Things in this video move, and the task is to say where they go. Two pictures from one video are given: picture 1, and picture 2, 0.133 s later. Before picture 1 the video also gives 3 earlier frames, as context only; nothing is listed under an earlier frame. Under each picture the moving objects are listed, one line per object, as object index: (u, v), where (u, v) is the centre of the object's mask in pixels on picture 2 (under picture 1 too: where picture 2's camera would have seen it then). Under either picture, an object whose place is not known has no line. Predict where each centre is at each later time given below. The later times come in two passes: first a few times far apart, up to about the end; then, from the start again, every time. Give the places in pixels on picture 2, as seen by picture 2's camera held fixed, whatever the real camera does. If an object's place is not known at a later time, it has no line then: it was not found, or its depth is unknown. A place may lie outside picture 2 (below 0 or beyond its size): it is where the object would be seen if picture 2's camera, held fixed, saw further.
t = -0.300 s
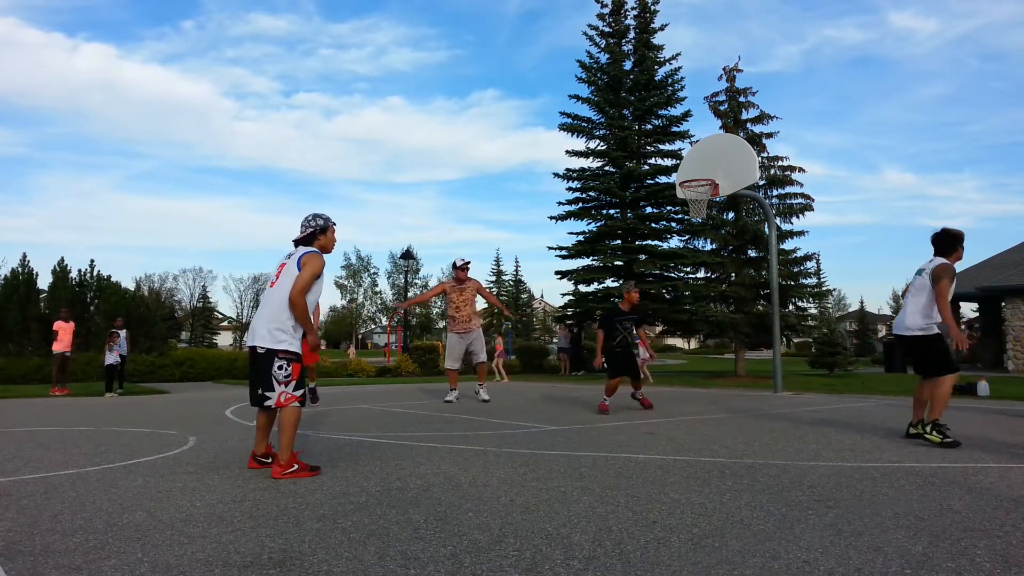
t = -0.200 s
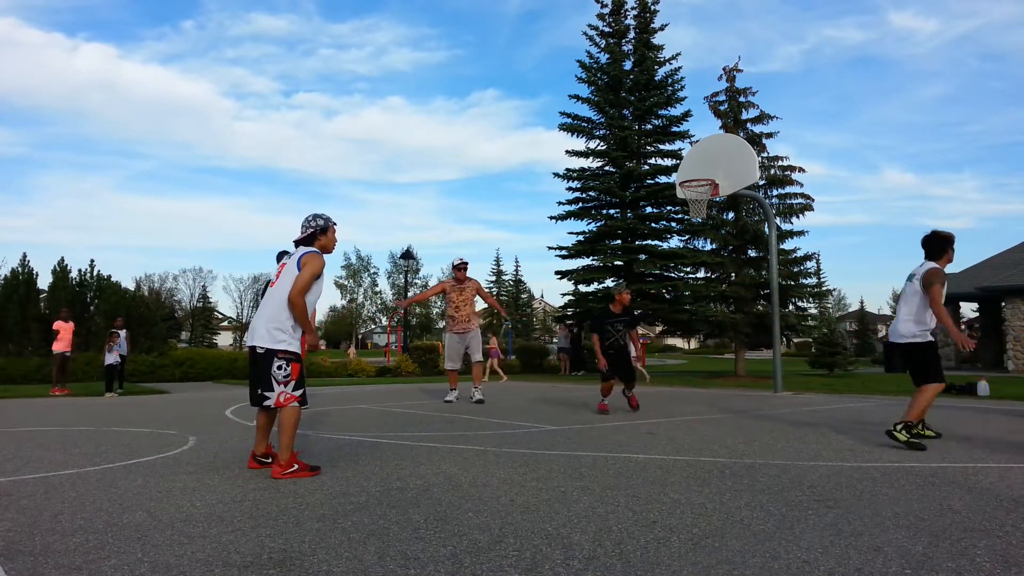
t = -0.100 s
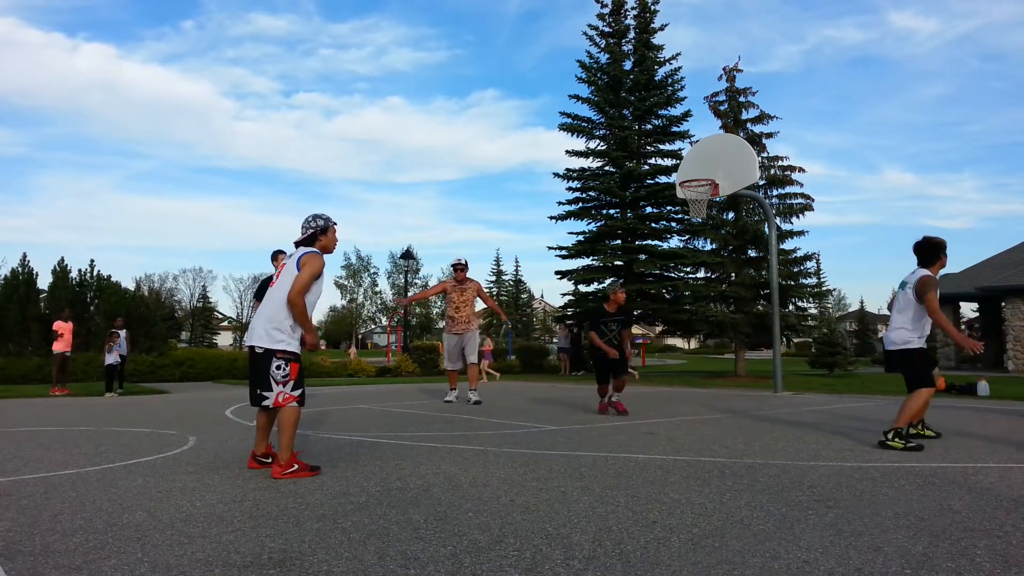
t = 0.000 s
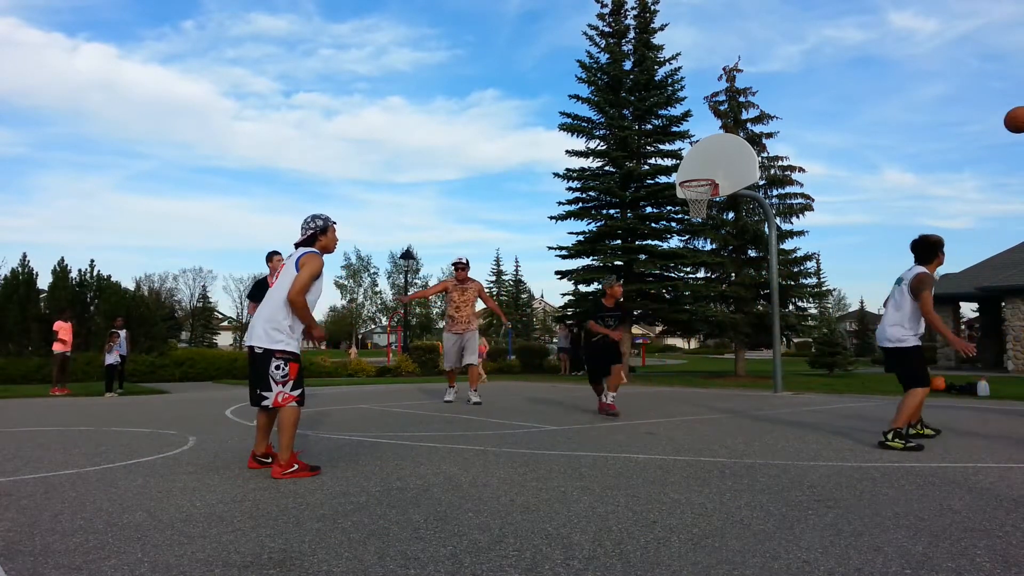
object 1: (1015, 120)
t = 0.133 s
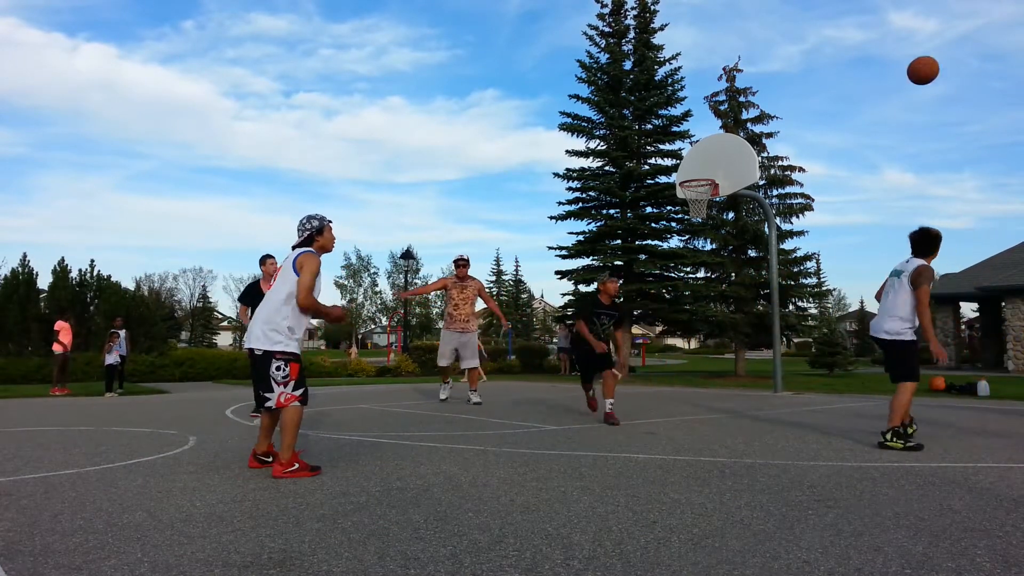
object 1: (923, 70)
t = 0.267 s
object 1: (815, 36)
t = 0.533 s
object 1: (557, 29)
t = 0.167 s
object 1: (897, 60)
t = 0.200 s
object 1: (871, 51)
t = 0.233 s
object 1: (844, 43)
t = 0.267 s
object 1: (815, 36)
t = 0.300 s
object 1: (787, 30)
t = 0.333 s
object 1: (757, 25)
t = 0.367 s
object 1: (726, 22)
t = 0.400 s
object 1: (695, 20)
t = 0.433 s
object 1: (662, 20)
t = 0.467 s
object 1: (629, 22)
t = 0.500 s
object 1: (594, 25)
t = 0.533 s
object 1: (557, 29)
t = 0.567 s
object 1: (520, 35)
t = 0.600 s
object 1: (481, 42)
